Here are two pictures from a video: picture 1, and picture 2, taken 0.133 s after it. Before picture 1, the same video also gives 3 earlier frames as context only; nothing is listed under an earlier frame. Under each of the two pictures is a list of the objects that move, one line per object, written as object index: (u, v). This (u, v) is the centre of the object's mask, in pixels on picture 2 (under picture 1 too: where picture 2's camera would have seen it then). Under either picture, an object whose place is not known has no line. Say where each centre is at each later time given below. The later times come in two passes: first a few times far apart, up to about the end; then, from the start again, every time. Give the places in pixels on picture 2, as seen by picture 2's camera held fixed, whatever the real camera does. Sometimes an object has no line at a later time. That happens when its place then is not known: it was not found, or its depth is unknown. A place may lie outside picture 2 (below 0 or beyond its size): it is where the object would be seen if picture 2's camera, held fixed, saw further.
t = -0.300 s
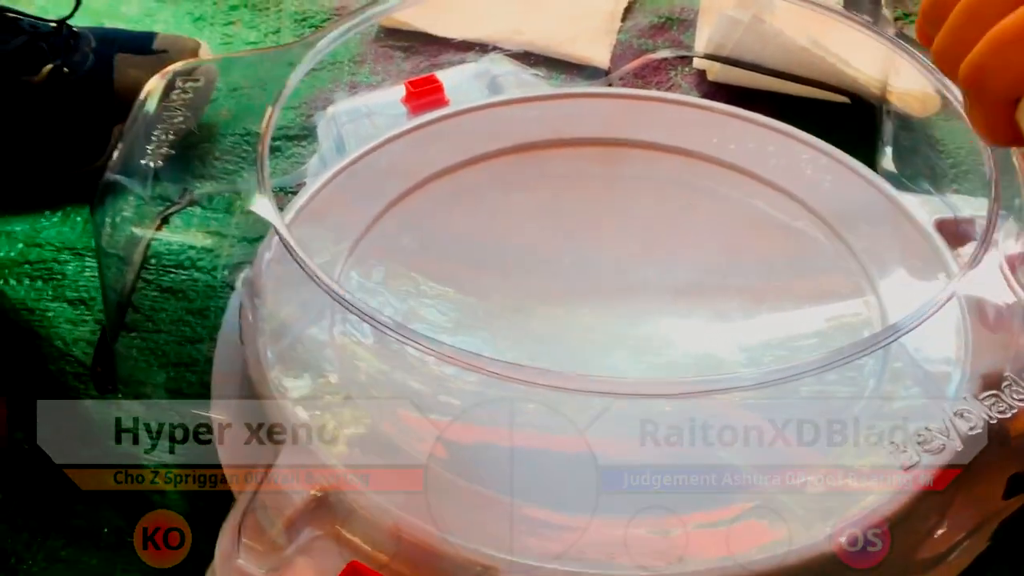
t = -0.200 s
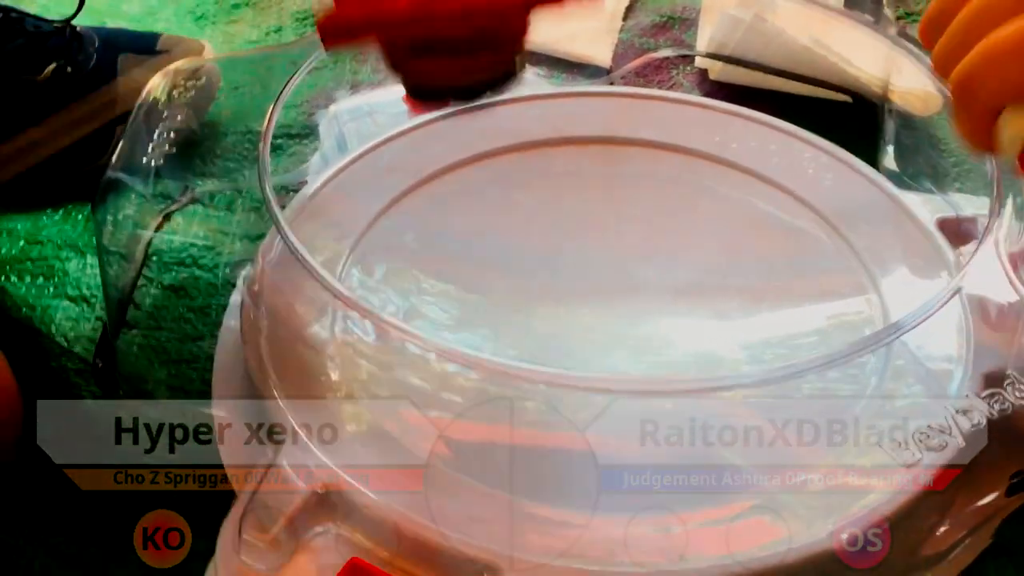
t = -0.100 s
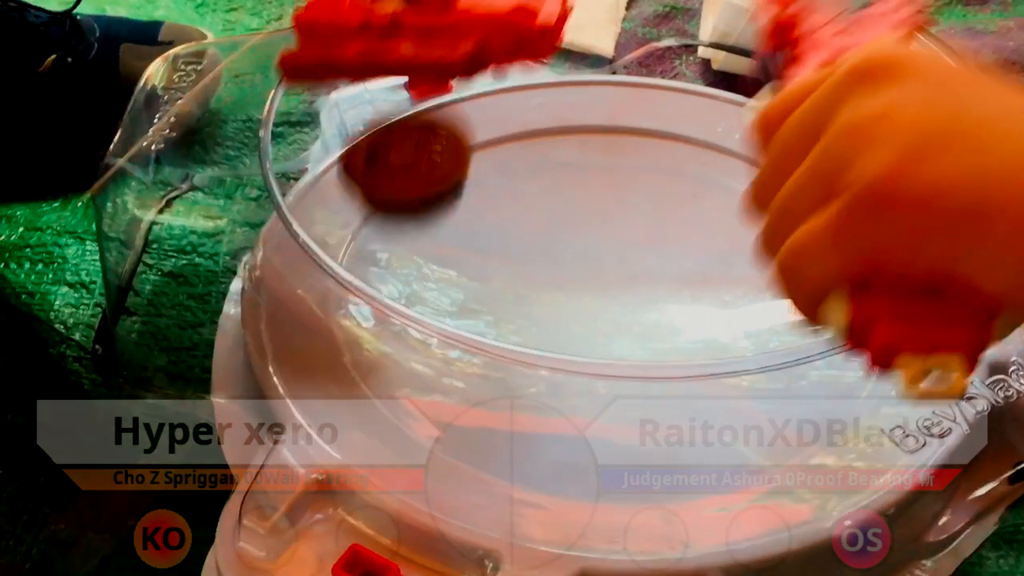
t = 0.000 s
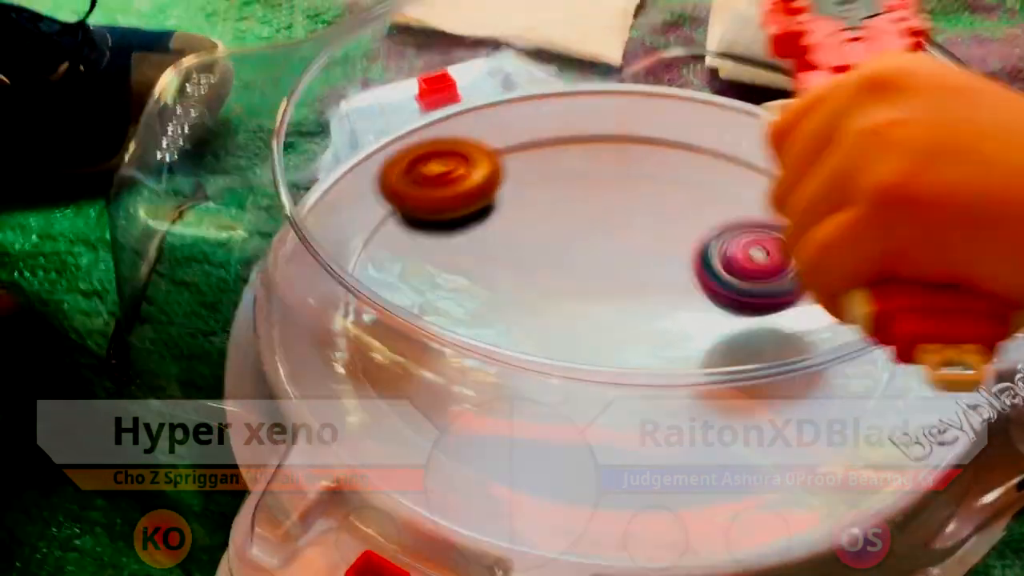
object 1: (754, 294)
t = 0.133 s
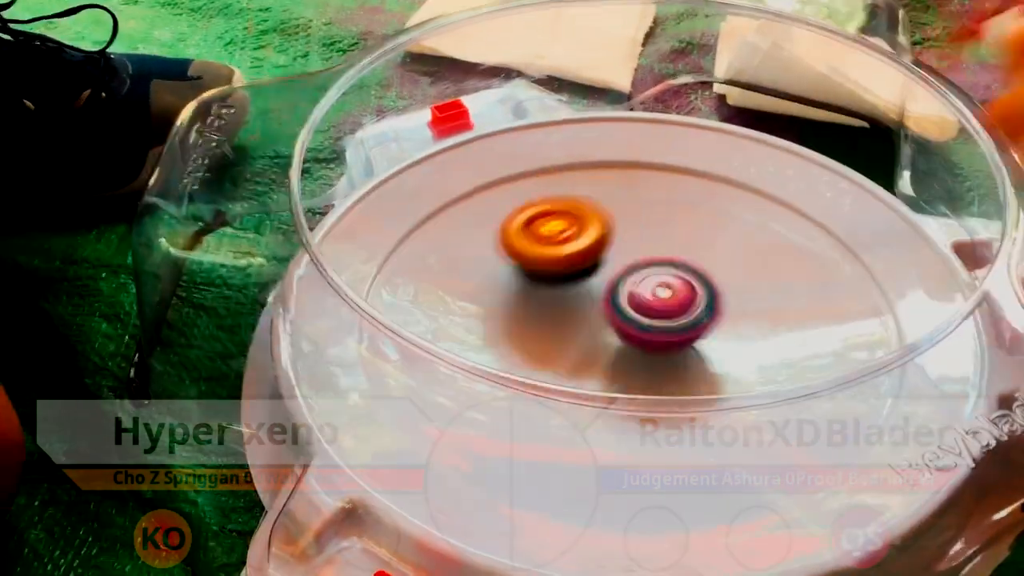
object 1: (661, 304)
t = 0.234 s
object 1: (639, 327)
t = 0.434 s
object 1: (692, 348)
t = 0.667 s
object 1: (700, 278)
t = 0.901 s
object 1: (558, 307)
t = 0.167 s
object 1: (647, 299)
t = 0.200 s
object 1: (640, 316)
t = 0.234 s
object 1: (639, 327)
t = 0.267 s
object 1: (640, 336)
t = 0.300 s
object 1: (645, 344)
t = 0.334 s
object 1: (654, 348)
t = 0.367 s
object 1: (665, 350)
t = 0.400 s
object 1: (678, 350)
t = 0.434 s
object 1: (692, 348)
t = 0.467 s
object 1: (707, 343)
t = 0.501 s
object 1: (720, 335)
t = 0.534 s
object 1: (728, 323)
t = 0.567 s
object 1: (729, 309)
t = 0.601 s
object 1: (725, 298)
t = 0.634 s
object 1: (714, 287)
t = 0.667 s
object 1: (700, 278)
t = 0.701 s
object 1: (682, 273)
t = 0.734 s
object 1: (659, 271)
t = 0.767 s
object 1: (636, 271)
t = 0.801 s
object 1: (612, 275)
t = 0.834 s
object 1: (590, 283)
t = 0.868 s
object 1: (572, 293)
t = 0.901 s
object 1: (558, 307)
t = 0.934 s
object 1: (549, 321)
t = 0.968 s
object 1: (547, 333)
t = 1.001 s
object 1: (553, 343)
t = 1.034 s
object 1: (562, 366)
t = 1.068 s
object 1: (578, 380)
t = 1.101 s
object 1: (601, 402)
